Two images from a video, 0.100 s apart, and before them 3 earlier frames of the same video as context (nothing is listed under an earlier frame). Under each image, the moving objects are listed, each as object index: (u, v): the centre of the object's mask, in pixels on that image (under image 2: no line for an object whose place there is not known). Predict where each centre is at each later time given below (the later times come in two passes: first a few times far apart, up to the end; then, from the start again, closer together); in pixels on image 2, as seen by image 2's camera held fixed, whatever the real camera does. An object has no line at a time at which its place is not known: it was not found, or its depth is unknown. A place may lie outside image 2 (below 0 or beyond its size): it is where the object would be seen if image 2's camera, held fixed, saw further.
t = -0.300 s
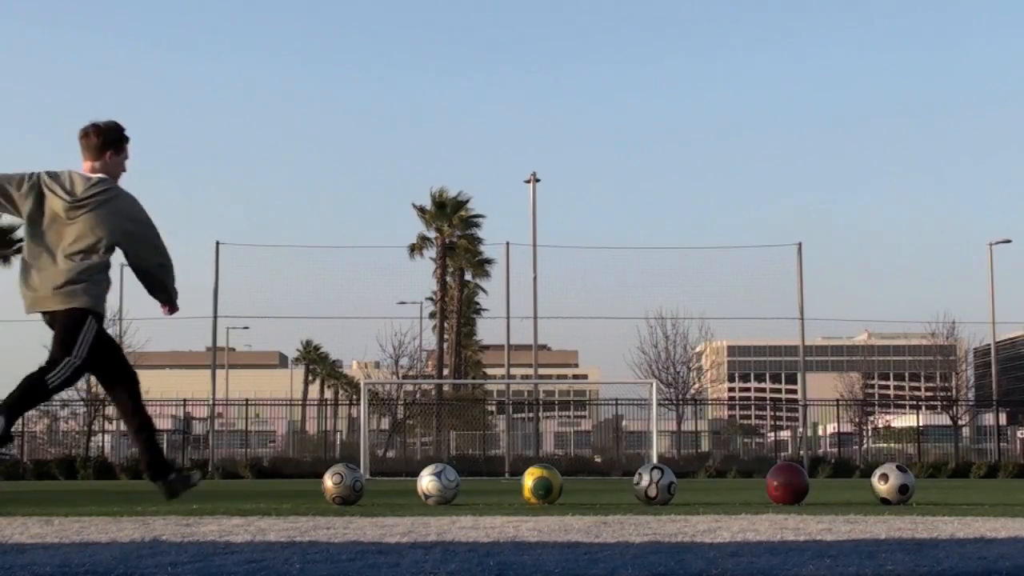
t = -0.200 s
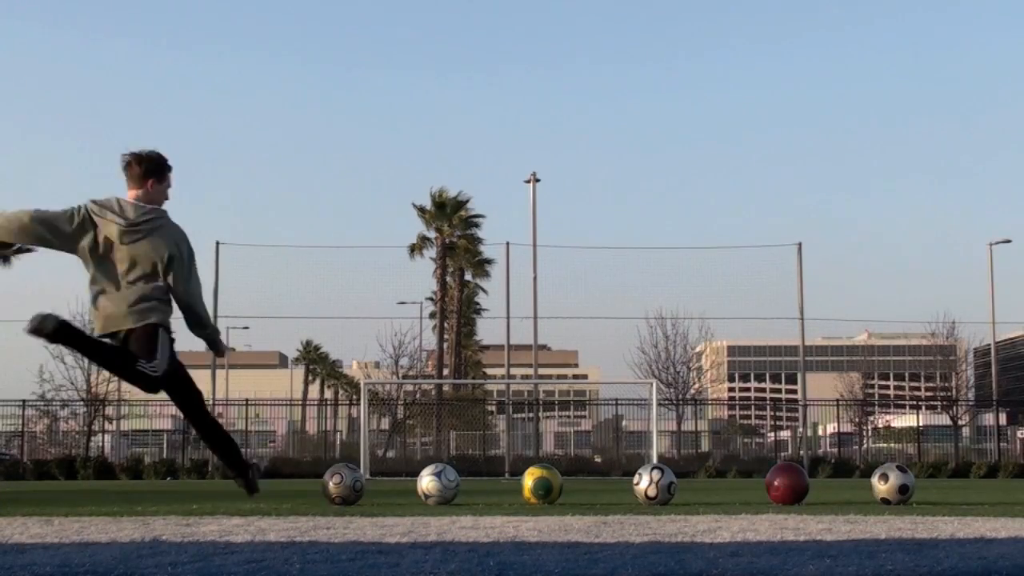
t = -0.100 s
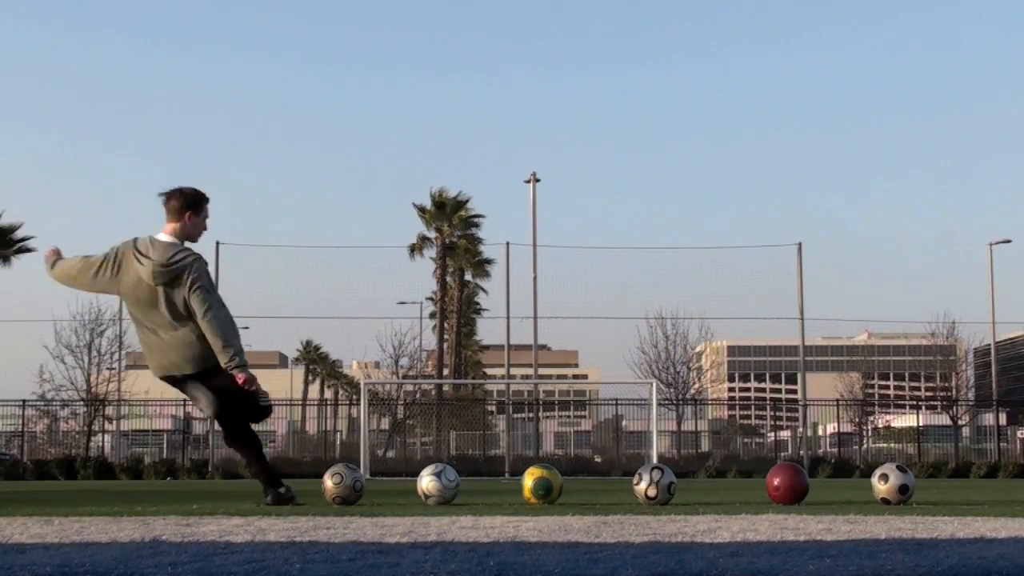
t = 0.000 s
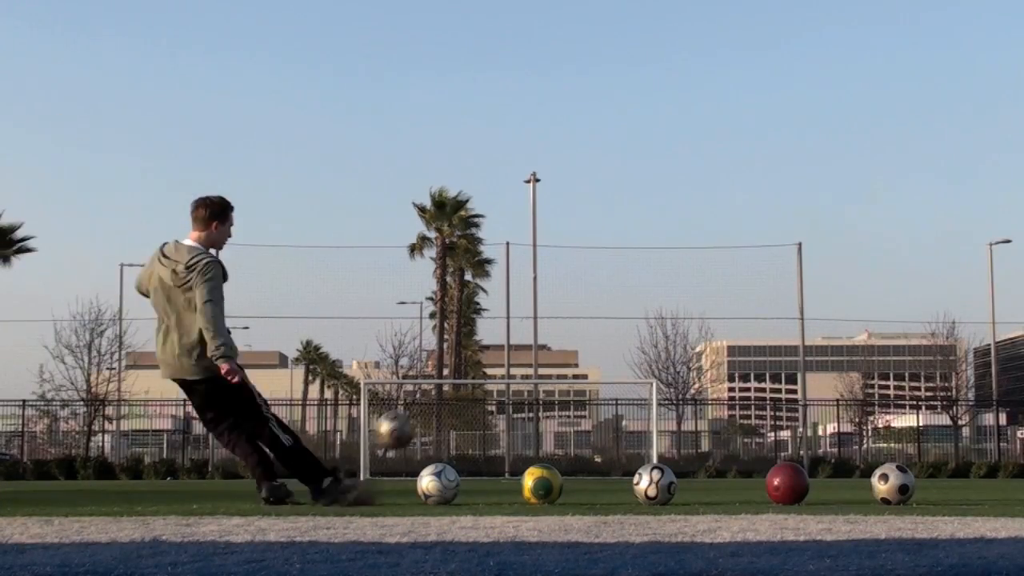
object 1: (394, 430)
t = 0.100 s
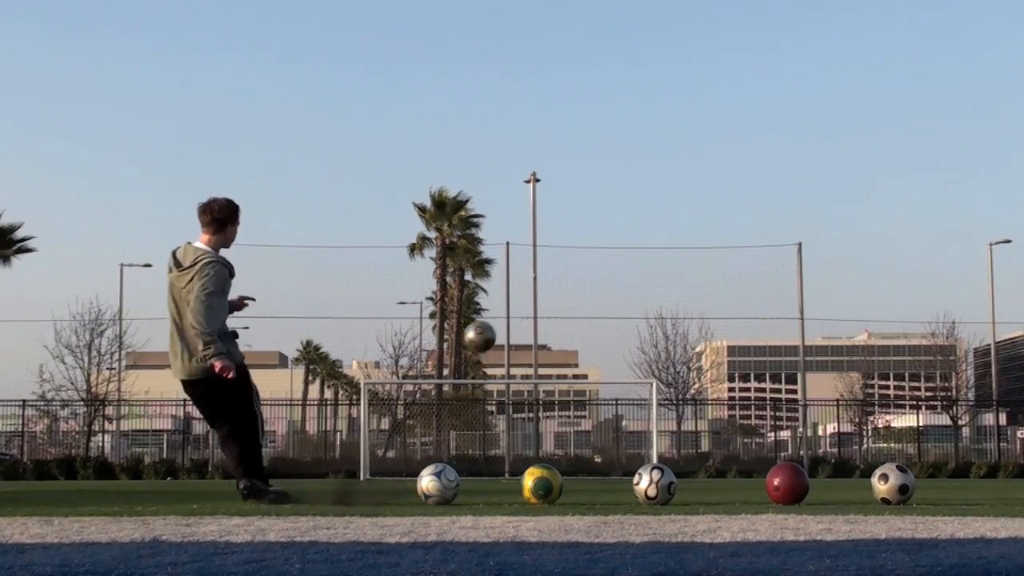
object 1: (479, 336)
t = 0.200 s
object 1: (534, 278)
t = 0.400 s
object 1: (600, 215)
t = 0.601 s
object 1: (635, 190)
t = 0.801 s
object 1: (657, 187)
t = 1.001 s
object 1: (672, 198)
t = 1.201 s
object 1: (684, 219)
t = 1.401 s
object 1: (696, 250)
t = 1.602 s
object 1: (707, 287)
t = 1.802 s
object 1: (717, 331)
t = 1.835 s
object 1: (719, 339)
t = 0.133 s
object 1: (500, 313)
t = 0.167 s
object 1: (518, 295)
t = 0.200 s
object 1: (534, 278)
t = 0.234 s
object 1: (549, 264)
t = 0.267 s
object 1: (561, 251)
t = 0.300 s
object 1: (573, 240)
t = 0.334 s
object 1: (583, 231)
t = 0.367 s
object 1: (592, 223)
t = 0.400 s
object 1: (600, 215)
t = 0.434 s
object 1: (607, 209)
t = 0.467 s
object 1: (614, 204)
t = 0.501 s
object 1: (620, 199)
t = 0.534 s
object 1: (626, 196)
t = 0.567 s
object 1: (631, 193)
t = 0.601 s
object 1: (635, 190)
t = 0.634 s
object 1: (640, 188)
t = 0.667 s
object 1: (644, 187)
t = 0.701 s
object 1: (647, 186)
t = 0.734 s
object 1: (651, 186)
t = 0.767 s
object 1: (653, 186)
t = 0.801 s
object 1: (657, 187)
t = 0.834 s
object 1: (660, 188)
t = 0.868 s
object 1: (662, 189)
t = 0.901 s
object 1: (665, 191)
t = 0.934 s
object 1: (667, 193)
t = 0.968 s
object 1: (670, 195)
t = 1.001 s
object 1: (672, 198)
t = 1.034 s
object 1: (674, 201)
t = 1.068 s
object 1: (676, 204)
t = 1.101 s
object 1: (678, 208)
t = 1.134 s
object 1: (680, 211)
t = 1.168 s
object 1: (682, 215)
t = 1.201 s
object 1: (684, 219)
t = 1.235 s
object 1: (685, 224)
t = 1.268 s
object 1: (688, 229)
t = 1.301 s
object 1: (689, 233)
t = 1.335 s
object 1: (692, 239)
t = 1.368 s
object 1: (694, 244)
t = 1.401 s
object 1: (696, 250)
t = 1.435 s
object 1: (697, 255)
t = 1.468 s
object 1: (699, 261)
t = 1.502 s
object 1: (701, 268)
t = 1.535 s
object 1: (703, 274)
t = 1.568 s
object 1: (705, 281)
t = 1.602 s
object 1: (707, 287)
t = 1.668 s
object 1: (710, 302)
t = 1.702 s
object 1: (712, 309)
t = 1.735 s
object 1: (714, 316)
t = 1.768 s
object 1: (715, 324)
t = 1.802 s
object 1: (717, 331)
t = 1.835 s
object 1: (719, 339)
